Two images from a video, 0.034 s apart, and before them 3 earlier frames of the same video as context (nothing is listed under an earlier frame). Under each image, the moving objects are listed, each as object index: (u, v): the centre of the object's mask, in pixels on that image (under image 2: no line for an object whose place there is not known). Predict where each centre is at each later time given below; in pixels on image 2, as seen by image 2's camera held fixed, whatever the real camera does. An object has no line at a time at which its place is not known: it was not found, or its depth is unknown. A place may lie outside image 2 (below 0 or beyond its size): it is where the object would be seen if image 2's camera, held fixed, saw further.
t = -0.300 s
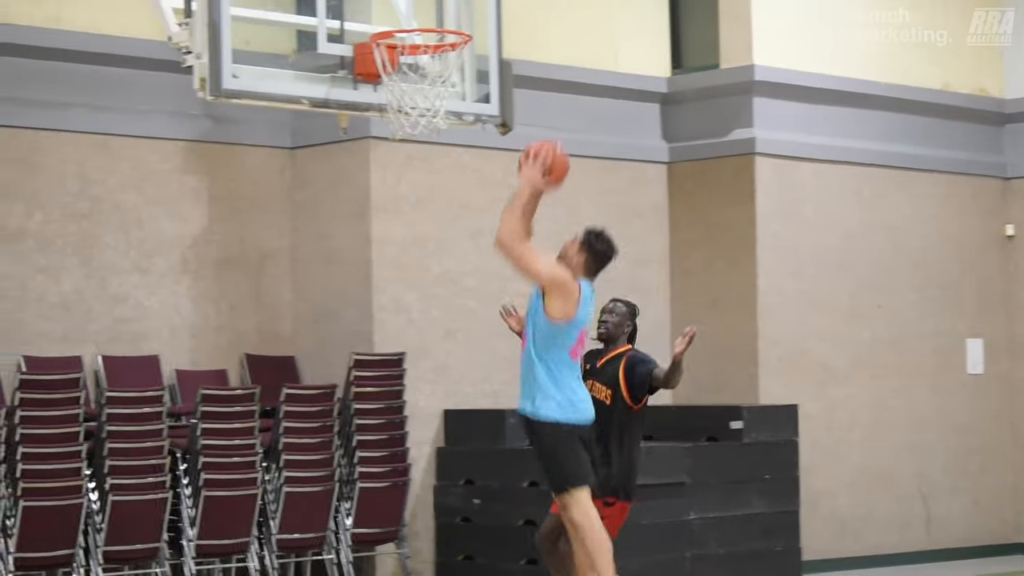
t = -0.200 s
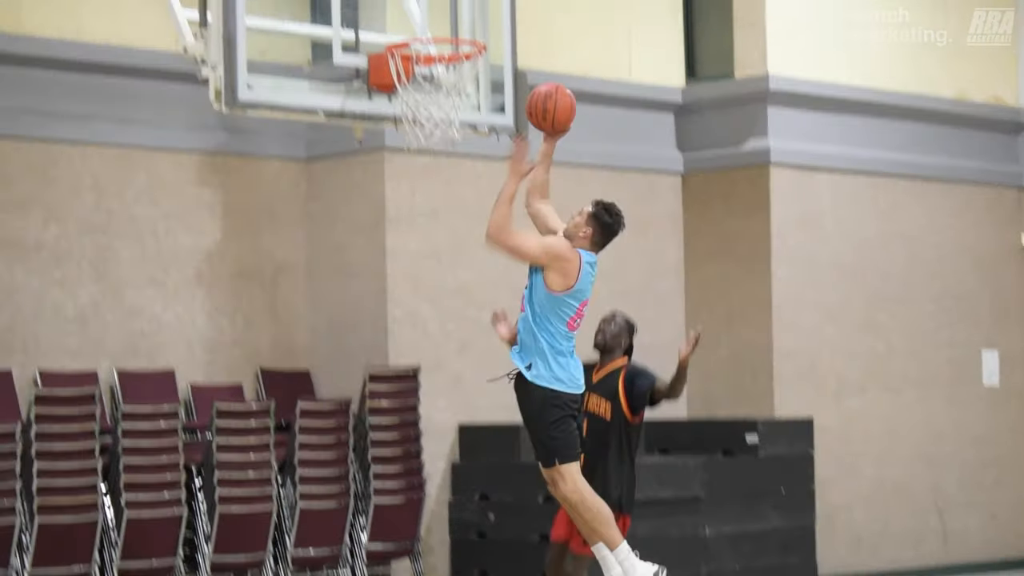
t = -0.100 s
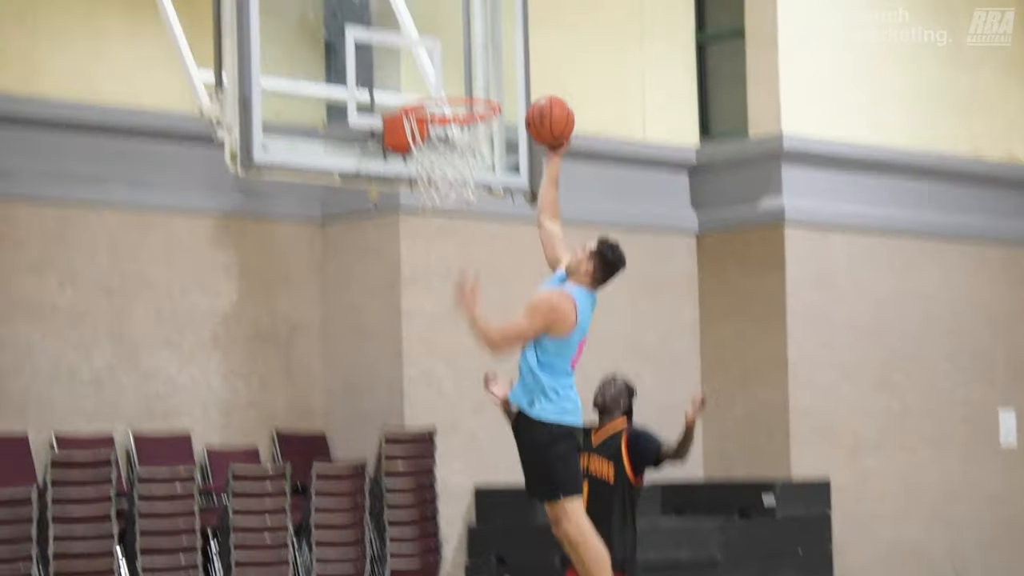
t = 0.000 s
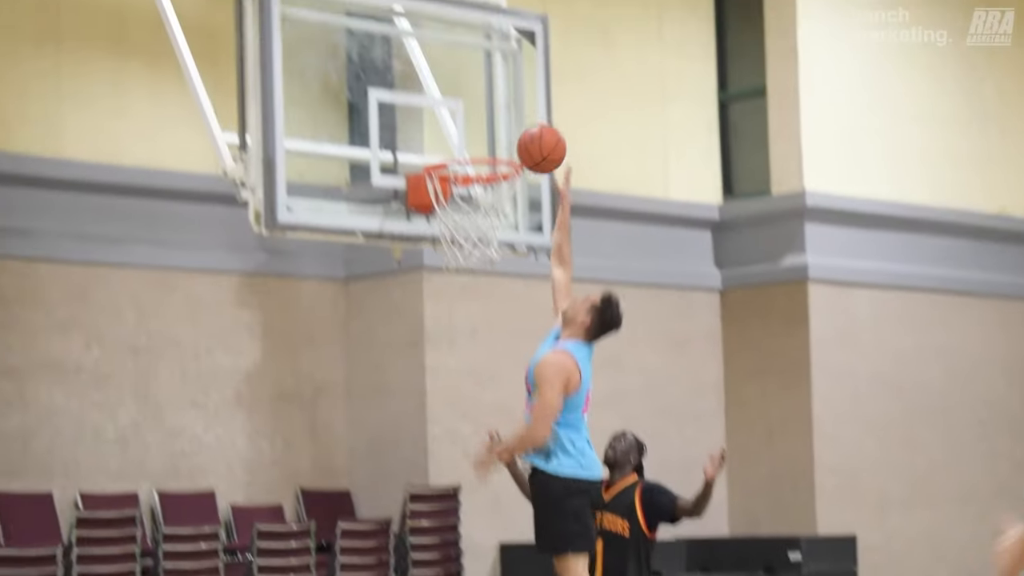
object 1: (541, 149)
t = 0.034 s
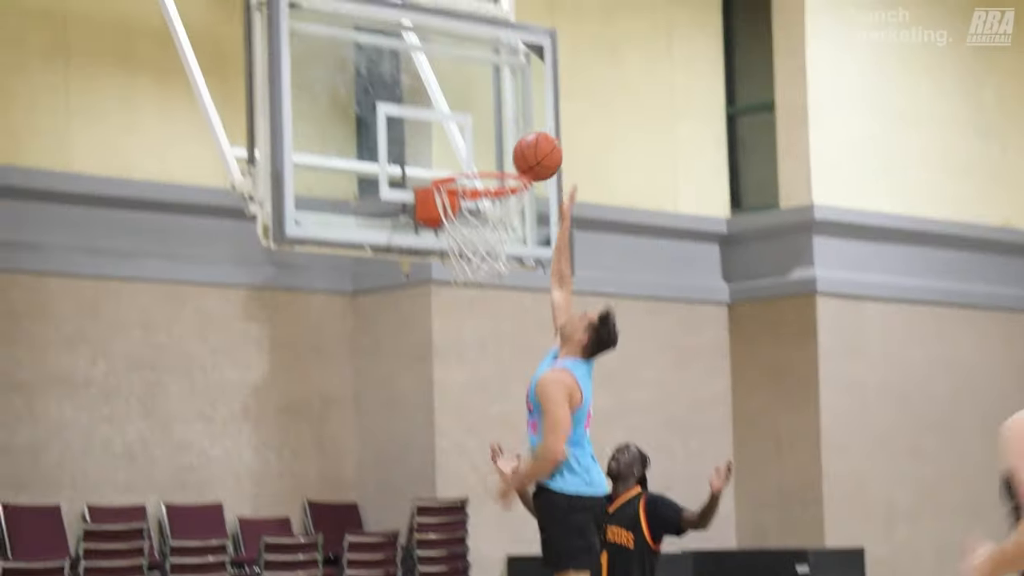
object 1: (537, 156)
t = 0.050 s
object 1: (531, 153)
